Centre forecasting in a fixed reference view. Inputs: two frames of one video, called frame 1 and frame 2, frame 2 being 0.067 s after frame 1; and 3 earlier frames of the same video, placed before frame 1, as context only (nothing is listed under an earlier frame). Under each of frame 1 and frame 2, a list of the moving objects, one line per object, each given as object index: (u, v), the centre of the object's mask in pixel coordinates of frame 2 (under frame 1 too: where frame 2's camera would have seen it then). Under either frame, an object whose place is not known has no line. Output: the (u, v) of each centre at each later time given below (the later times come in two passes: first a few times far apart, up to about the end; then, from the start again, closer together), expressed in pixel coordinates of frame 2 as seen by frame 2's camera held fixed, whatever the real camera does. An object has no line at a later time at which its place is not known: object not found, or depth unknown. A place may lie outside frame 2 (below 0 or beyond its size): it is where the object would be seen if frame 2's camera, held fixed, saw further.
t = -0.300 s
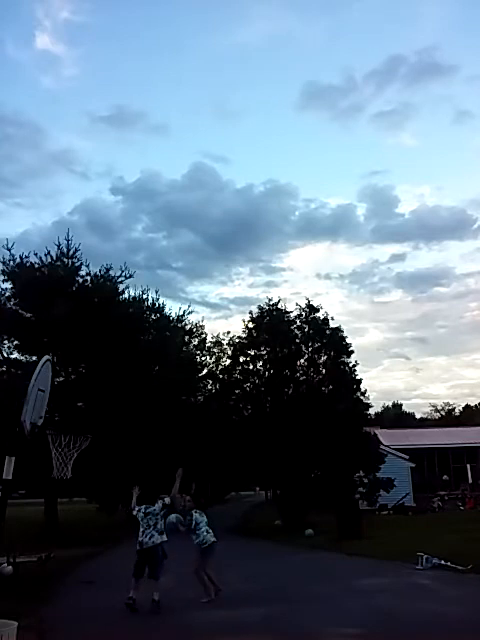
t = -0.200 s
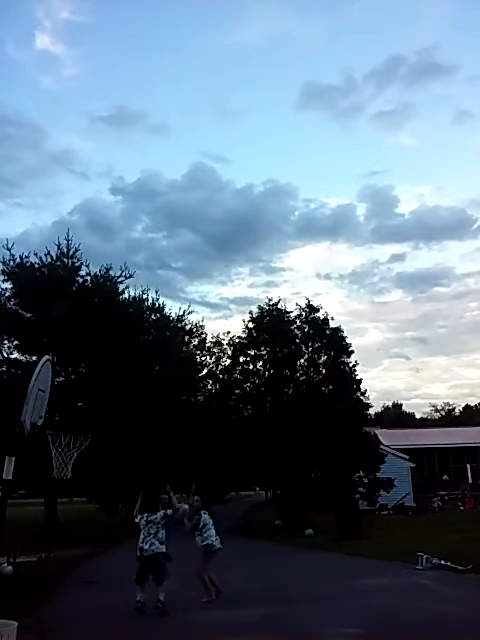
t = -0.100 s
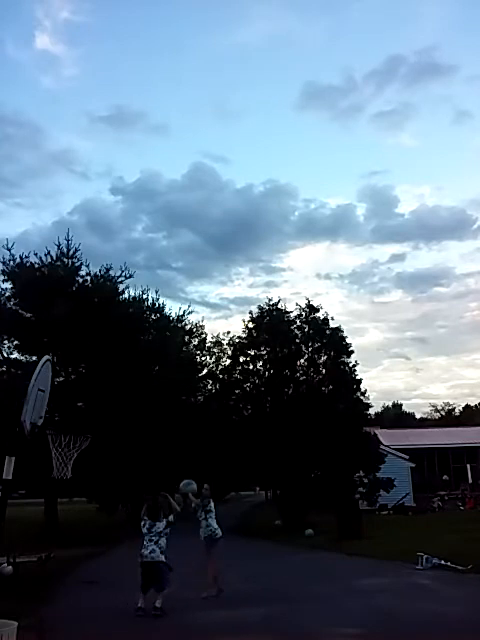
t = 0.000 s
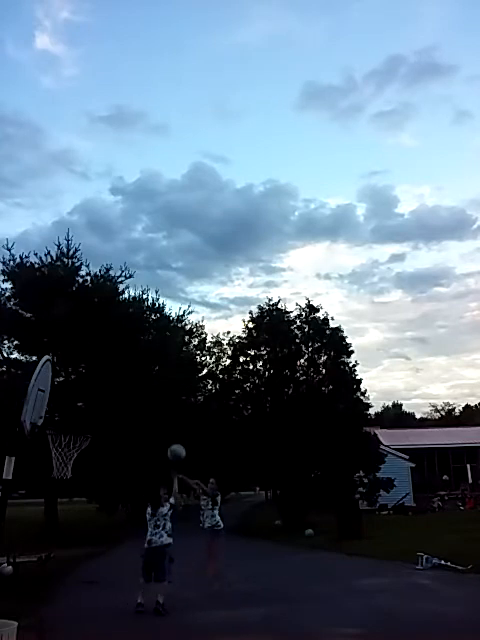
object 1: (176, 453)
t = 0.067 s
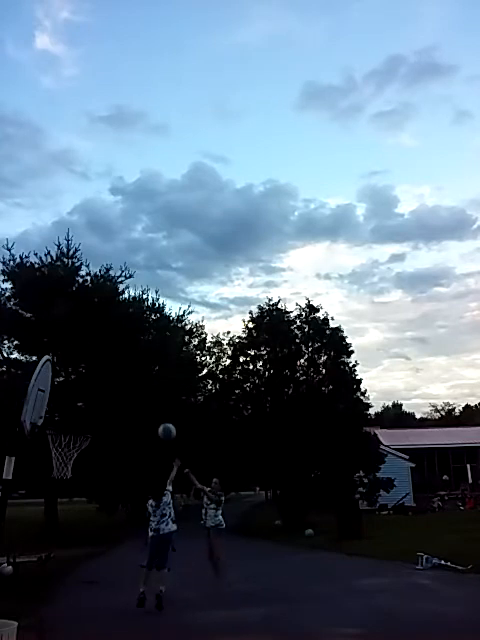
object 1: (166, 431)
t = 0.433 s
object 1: (109, 373)
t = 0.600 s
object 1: (80, 380)
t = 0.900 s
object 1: (54, 422)
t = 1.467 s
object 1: (71, 589)
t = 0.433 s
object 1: (109, 373)
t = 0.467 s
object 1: (103, 373)
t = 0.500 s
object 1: (97, 373)
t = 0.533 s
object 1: (92, 374)
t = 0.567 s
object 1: (86, 376)
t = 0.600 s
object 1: (80, 380)
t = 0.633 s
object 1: (73, 385)
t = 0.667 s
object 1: (67, 390)
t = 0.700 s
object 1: (61, 397)
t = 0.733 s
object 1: (54, 405)
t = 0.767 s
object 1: (51, 411)
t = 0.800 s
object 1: (52, 419)
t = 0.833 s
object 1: (51, 420)
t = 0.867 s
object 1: (52, 420)
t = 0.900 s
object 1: (54, 422)
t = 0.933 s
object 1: (56, 424)
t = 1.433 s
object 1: (70, 572)
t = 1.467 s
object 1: (71, 589)
